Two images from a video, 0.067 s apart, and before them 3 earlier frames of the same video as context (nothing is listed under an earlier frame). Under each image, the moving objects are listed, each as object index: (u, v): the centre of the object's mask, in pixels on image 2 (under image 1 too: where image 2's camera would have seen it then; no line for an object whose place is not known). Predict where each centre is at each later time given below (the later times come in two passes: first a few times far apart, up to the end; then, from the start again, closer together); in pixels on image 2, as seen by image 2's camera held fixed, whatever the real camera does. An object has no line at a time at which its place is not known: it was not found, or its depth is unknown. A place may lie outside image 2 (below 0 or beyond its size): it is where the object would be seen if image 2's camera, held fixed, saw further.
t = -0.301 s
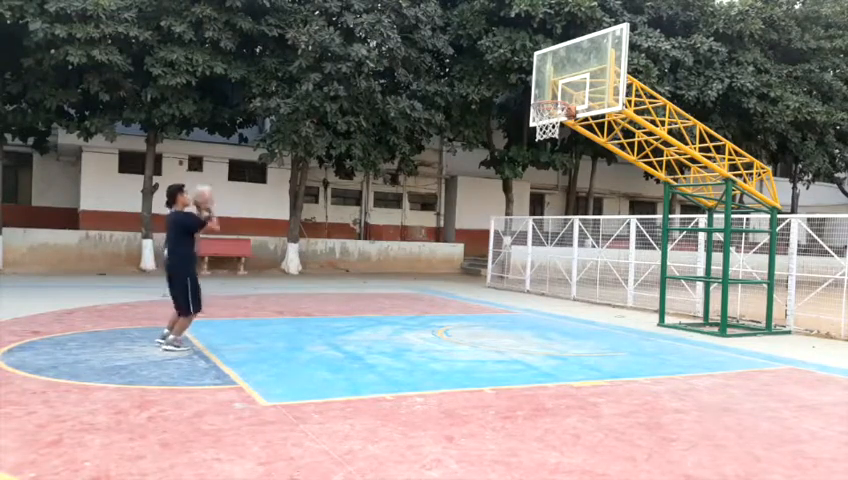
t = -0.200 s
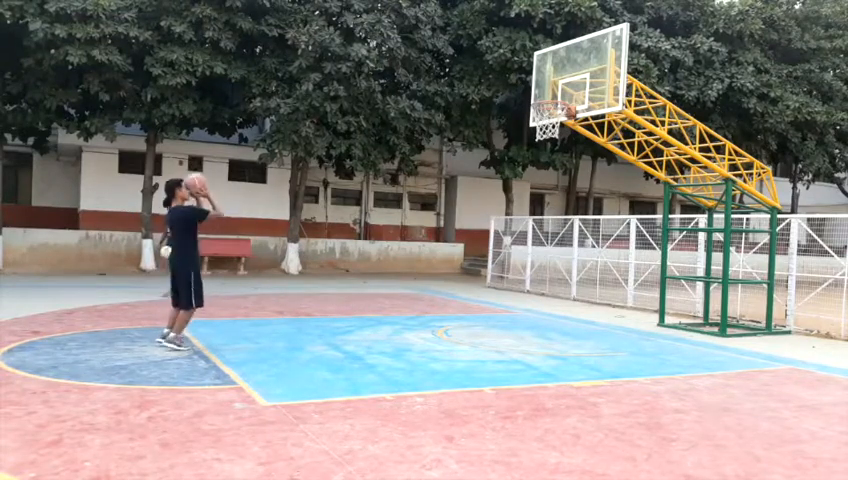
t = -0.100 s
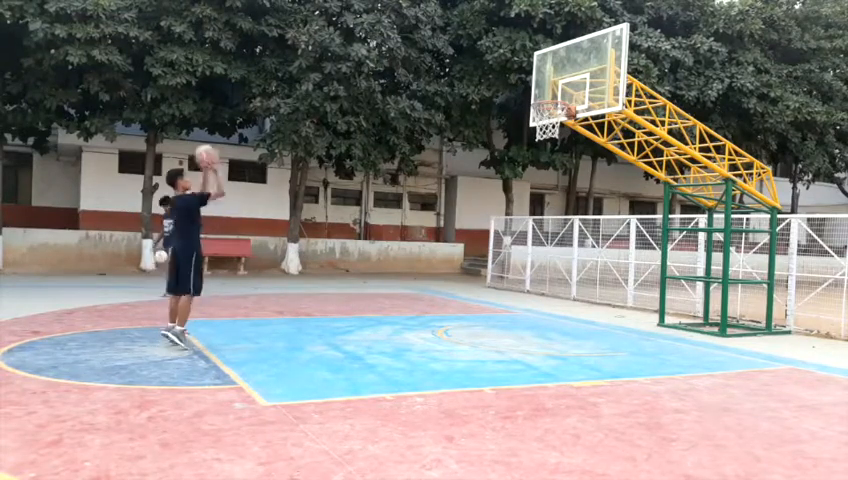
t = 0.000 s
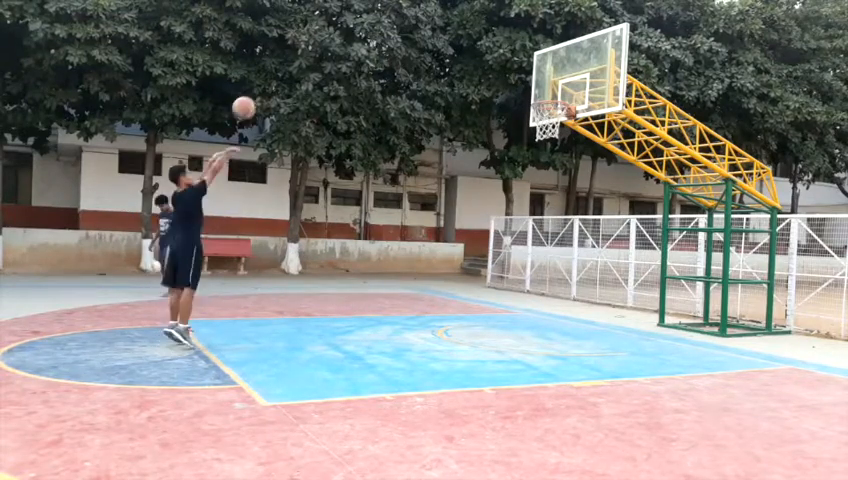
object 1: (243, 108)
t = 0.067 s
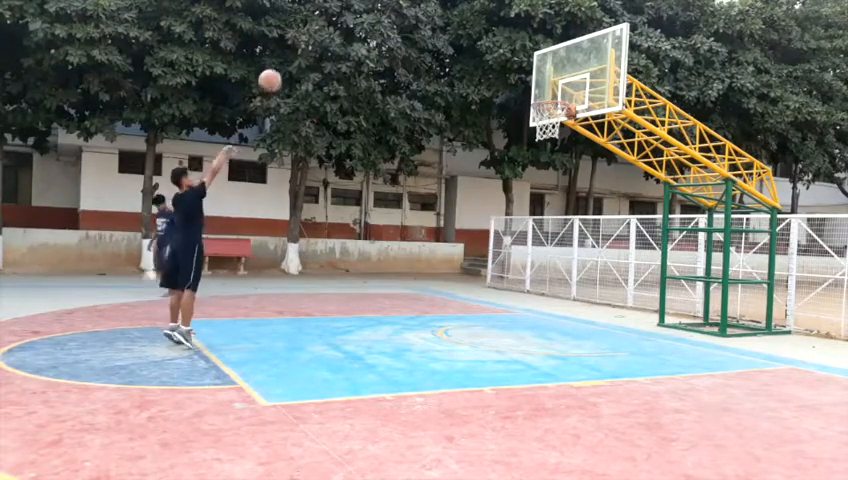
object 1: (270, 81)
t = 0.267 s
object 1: (343, 24)
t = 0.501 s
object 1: (421, 7)
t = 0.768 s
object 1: (498, 36)
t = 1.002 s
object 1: (556, 99)
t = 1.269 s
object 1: (535, 124)
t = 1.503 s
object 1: (538, 146)
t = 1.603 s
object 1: (540, 168)
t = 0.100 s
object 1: (283, 68)
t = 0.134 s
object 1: (295, 58)
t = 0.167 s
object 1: (307, 47)
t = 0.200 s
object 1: (320, 38)
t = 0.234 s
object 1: (331, 30)
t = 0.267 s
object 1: (343, 24)
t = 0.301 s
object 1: (355, 18)
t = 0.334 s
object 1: (366, 13)
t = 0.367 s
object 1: (377, 9)
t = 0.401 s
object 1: (388, 8)
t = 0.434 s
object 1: (399, 7)
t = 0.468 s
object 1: (410, 7)
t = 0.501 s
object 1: (421, 7)
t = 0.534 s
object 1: (431, 7)
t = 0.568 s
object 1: (441, 8)
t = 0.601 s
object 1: (451, 9)
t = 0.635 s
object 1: (461, 13)
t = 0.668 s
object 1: (470, 18)
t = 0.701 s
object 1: (480, 23)
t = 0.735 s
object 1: (489, 29)
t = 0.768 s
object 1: (498, 36)
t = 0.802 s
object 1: (507, 44)
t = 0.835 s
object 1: (516, 53)
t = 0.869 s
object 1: (524, 62)
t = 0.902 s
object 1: (533, 72)
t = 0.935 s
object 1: (542, 81)
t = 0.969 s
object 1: (548, 92)
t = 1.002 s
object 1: (556, 99)
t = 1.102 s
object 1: (538, 127)
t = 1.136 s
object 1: (535, 127)
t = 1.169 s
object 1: (534, 124)
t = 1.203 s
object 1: (534, 124)
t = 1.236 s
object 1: (534, 125)
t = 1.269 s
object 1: (535, 124)
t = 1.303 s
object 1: (536, 125)
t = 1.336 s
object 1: (536, 127)
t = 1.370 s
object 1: (537, 129)
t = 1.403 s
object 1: (537, 133)
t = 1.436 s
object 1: (538, 136)
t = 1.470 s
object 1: (538, 141)
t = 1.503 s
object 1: (538, 146)
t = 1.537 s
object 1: (539, 153)
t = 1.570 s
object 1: (539, 160)
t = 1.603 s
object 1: (540, 168)
